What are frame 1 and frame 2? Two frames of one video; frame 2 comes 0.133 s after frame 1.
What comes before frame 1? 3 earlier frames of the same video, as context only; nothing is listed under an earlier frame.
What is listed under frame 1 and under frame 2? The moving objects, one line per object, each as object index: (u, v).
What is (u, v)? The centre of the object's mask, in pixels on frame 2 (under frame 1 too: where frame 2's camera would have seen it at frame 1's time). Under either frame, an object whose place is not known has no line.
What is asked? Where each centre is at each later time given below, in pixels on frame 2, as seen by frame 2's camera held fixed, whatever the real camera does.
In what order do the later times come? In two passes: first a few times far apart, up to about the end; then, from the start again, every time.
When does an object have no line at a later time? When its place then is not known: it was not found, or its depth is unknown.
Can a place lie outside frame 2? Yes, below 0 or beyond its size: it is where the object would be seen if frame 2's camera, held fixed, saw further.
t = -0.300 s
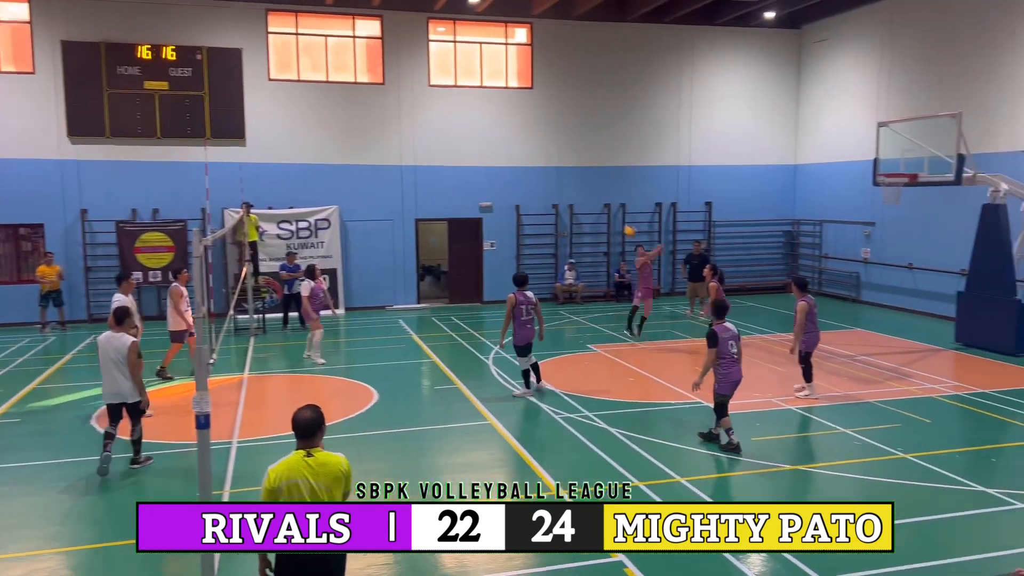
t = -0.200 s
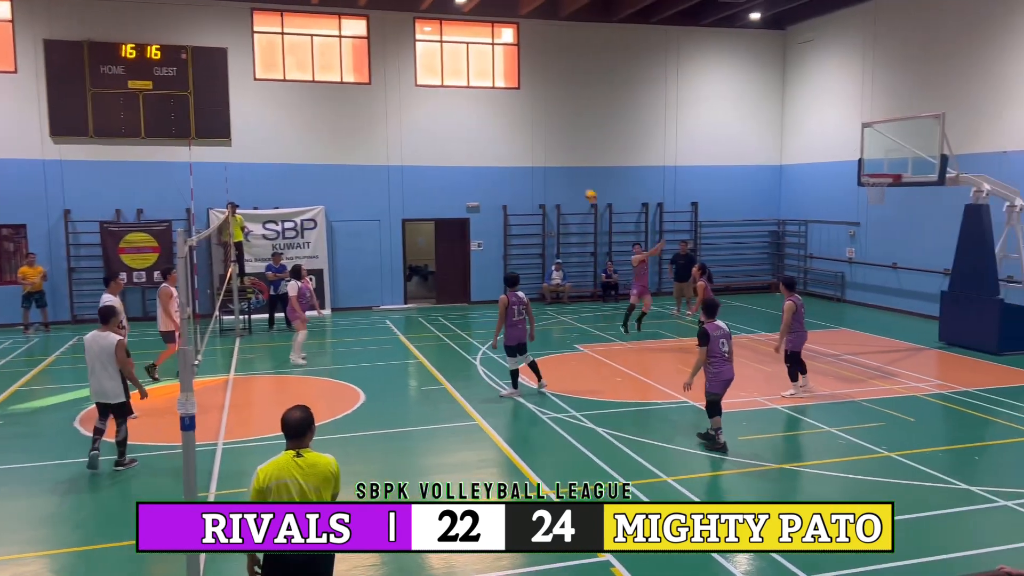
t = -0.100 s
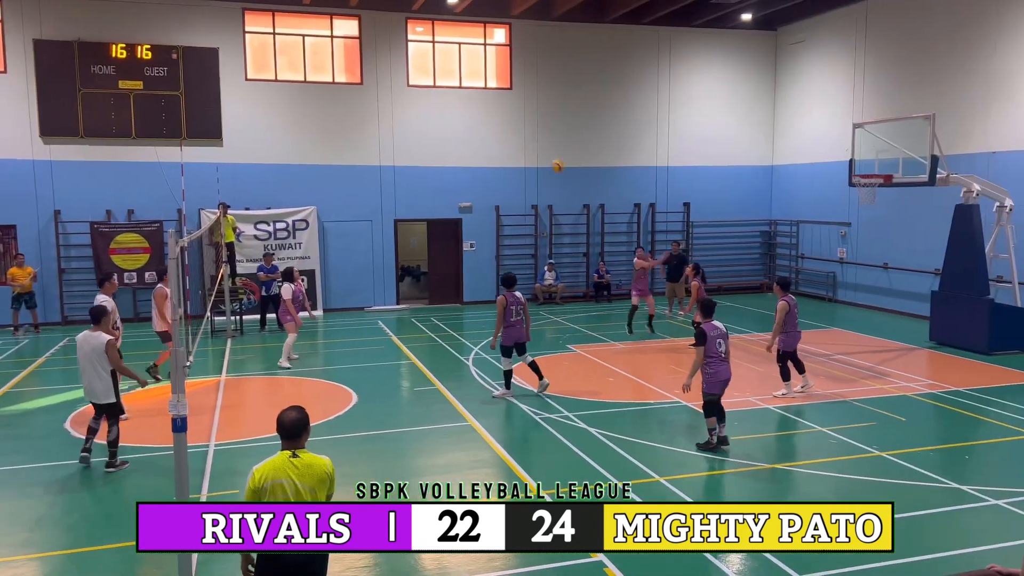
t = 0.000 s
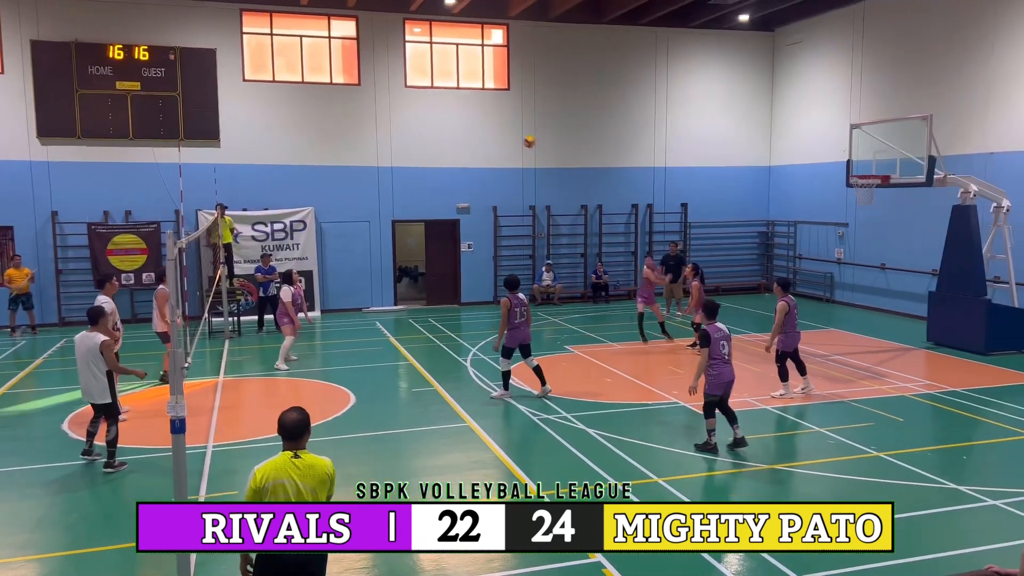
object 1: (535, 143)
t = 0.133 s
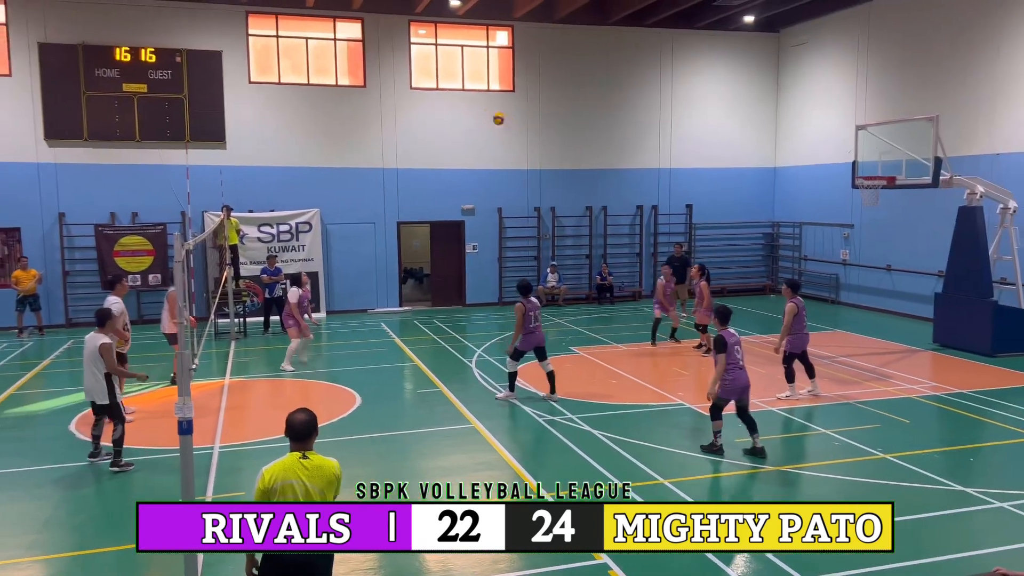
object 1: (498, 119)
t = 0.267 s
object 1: (462, 105)
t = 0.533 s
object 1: (387, 111)
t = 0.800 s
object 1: (320, 163)
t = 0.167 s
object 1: (489, 114)
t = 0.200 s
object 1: (480, 111)
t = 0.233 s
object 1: (471, 107)
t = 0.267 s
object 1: (462, 105)
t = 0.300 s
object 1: (453, 103)
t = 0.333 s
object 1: (444, 102)
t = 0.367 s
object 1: (434, 102)
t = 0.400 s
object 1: (425, 102)
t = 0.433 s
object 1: (416, 104)
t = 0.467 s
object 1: (406, 106)
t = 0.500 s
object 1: (397, 108)
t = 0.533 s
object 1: (387, 111)
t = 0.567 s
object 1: (379, 115)
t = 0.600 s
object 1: (370, 120)
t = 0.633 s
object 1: (362, 125)
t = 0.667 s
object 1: (354, 131)
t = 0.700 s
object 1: (345, 138)
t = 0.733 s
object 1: (337, 145)
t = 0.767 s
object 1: (329, 154)
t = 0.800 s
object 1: (320, 163)
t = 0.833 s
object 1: (312, 172)
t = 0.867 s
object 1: (304, 182)
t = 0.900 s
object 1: (296, 193)
